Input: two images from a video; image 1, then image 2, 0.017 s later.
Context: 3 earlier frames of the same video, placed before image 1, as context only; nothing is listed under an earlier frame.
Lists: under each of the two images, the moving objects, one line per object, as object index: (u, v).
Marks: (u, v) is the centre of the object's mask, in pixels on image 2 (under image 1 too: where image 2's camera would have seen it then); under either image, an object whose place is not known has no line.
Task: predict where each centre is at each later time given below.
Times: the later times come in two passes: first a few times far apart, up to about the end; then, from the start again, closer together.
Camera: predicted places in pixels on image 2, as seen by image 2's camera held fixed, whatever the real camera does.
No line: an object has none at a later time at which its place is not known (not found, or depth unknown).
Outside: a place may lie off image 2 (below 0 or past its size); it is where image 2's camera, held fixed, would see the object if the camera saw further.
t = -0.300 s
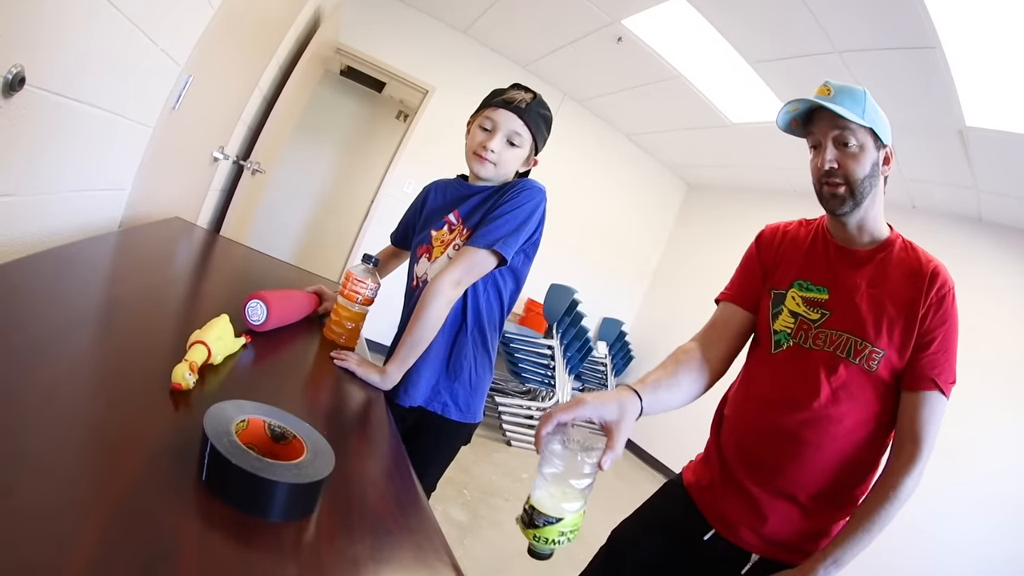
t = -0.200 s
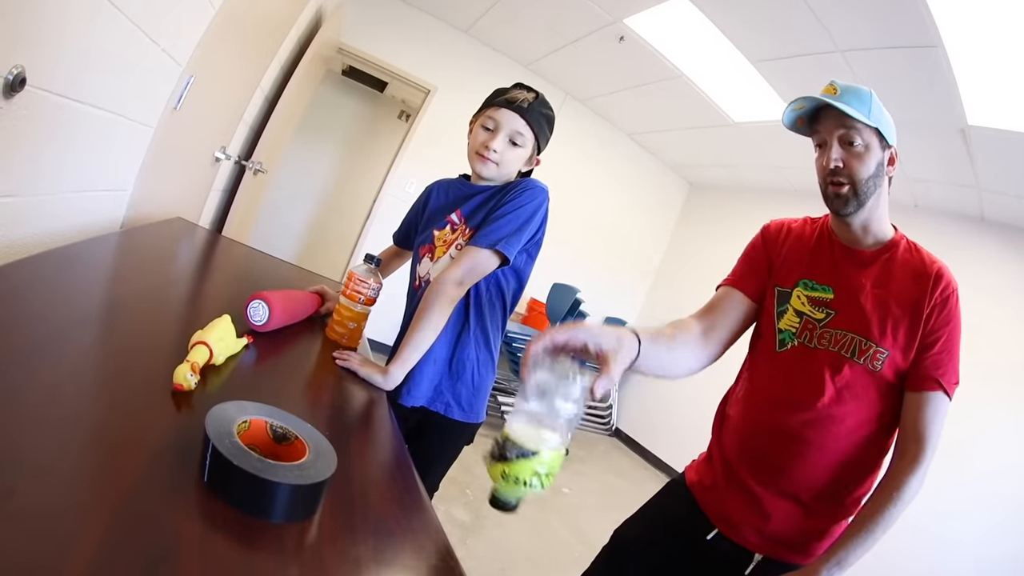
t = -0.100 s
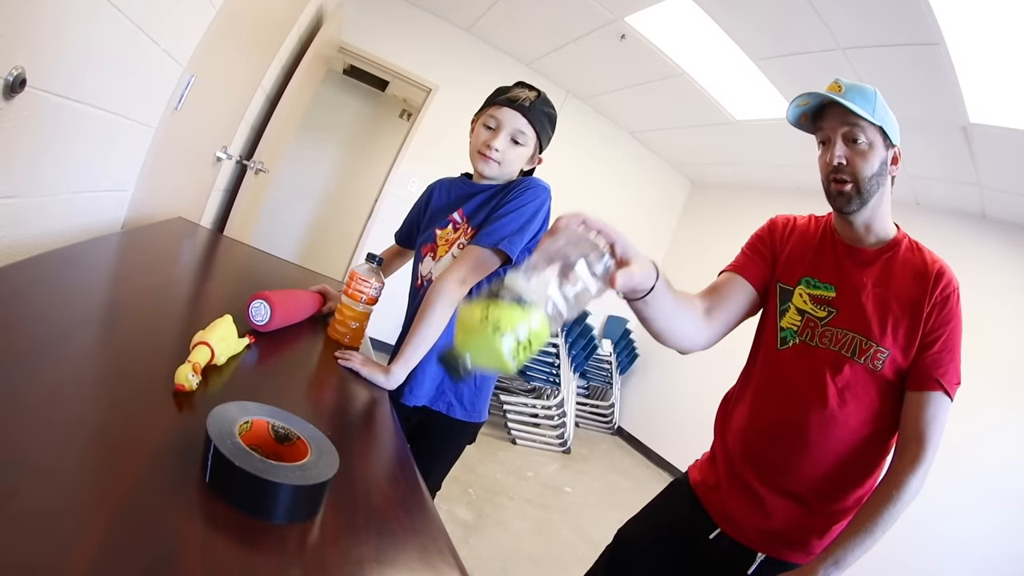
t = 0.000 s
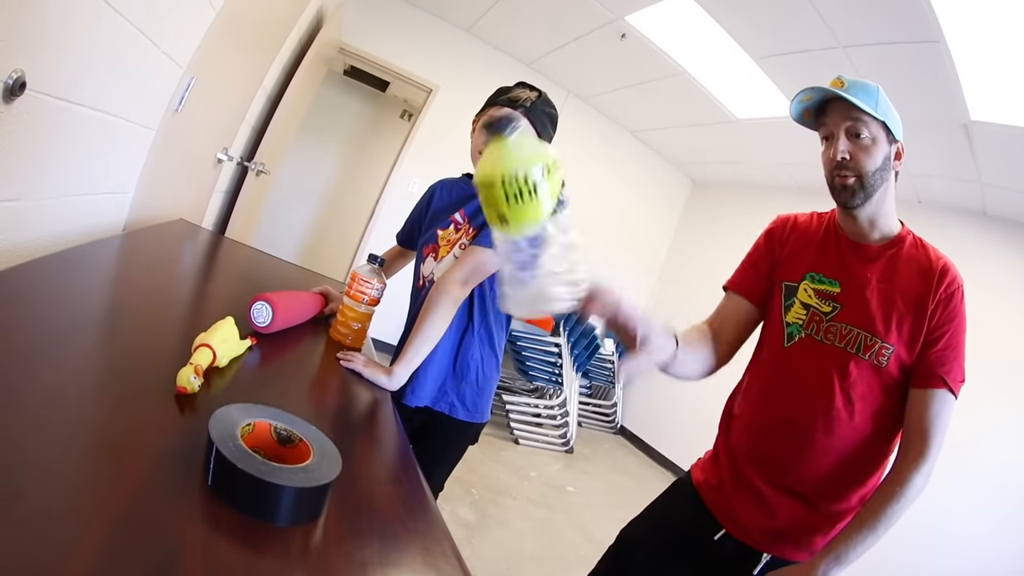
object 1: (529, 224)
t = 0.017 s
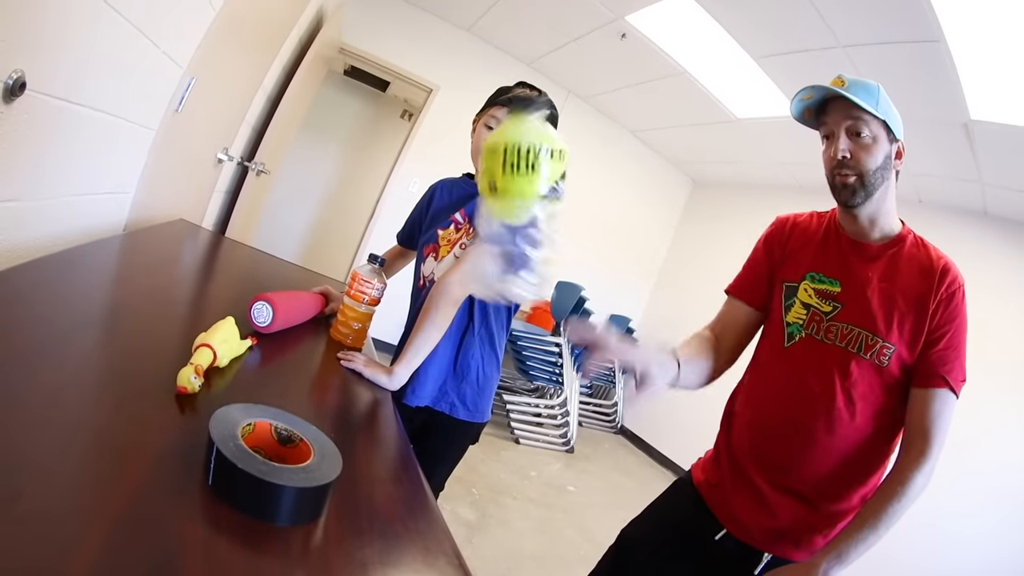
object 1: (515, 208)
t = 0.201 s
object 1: (459, 124)
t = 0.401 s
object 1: (316, 377)
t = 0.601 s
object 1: (298, 368)
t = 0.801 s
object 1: (298, 368)
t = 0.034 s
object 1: (503, 195)
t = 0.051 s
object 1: (492, 174)
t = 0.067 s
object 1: (486, 150)
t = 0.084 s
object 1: (483, 128)
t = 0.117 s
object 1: (483, 109)
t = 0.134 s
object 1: (480, 104)
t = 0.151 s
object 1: (478, 105)
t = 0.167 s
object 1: (474, 108)
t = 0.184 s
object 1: (468, 115)
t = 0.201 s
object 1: (459, 124)
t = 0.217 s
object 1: (450, 138)
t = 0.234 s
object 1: (440, 154)
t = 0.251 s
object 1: (426, 171)
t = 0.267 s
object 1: (411, 194)
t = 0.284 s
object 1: (393, 224)
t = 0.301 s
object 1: (377, 253)
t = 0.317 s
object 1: (361, 285)
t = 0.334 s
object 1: (344, 324)
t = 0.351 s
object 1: (326, 362)
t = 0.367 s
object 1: (324, 375)
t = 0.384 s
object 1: (321, 376)
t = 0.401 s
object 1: (316, 377)
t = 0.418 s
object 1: (309, 374)
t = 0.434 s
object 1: (304, 371)
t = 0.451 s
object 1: (301, 369)
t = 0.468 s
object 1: (300, 369)
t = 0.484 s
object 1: (300, 369)
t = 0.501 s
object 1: (298, 369)
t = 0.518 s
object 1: (297, 369)
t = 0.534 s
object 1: (297, 369)
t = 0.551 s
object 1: (297, 369)
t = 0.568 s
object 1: (297, 368)
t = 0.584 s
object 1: (298, 368)
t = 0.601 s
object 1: (298, 368)
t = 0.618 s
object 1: (298, 368)
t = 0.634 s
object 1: (298, 368)
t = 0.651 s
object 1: (298, 368)
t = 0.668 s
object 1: (298, 368)
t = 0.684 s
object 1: (298, 368)
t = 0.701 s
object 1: (298, 368)
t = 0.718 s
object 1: (298, 368)
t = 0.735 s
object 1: (298, 368)
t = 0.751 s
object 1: (298, 368)
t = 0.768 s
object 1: (298, 368)
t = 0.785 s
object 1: (298, 368)
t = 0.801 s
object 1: (298, 368)
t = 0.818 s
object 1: (298, 368)
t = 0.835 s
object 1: (298, 368)
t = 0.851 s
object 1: (298, 368)
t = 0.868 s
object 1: (298, 368)
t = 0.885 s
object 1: (298, 368)
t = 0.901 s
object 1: (298, 368)
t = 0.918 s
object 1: (298, 368)
